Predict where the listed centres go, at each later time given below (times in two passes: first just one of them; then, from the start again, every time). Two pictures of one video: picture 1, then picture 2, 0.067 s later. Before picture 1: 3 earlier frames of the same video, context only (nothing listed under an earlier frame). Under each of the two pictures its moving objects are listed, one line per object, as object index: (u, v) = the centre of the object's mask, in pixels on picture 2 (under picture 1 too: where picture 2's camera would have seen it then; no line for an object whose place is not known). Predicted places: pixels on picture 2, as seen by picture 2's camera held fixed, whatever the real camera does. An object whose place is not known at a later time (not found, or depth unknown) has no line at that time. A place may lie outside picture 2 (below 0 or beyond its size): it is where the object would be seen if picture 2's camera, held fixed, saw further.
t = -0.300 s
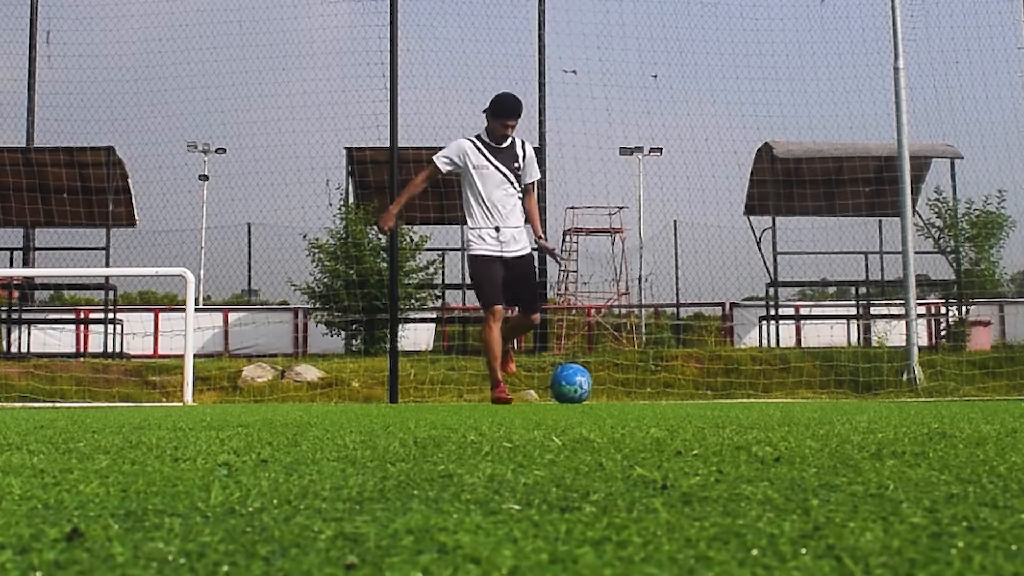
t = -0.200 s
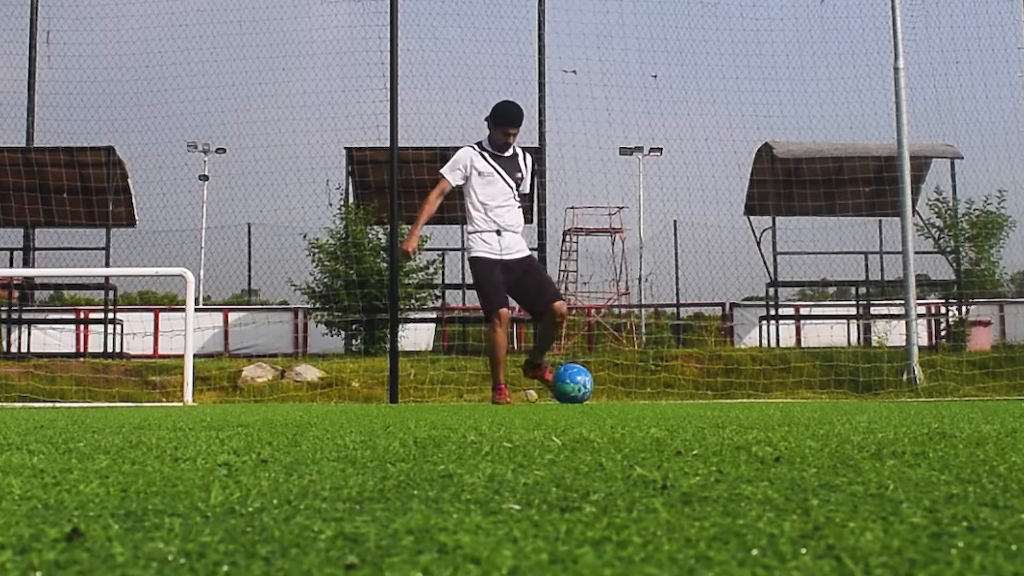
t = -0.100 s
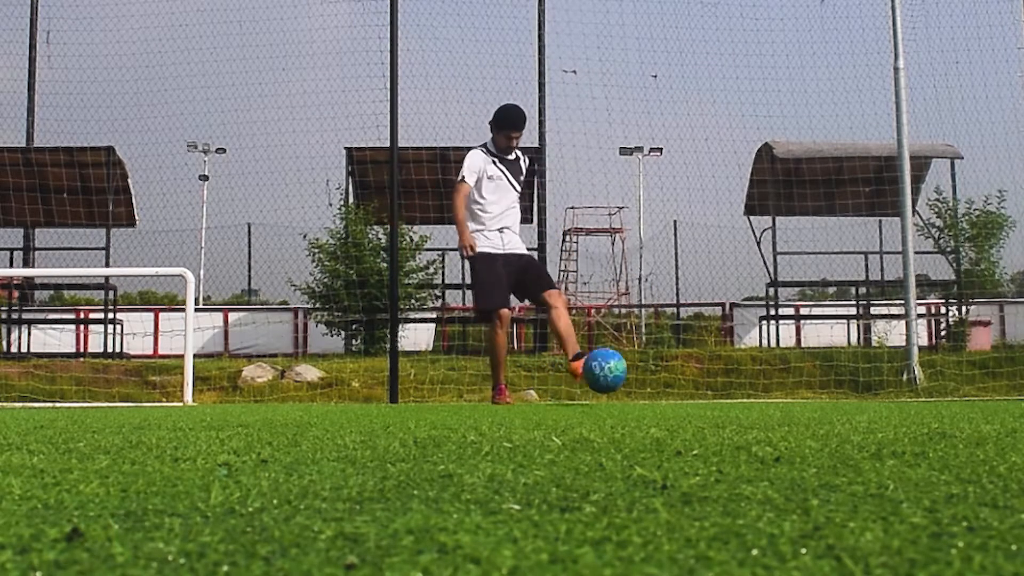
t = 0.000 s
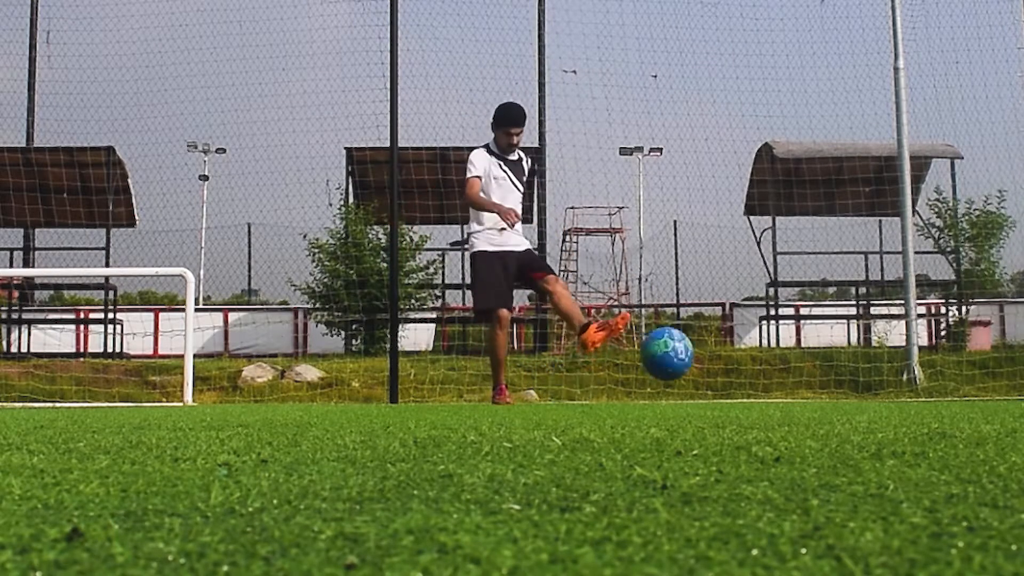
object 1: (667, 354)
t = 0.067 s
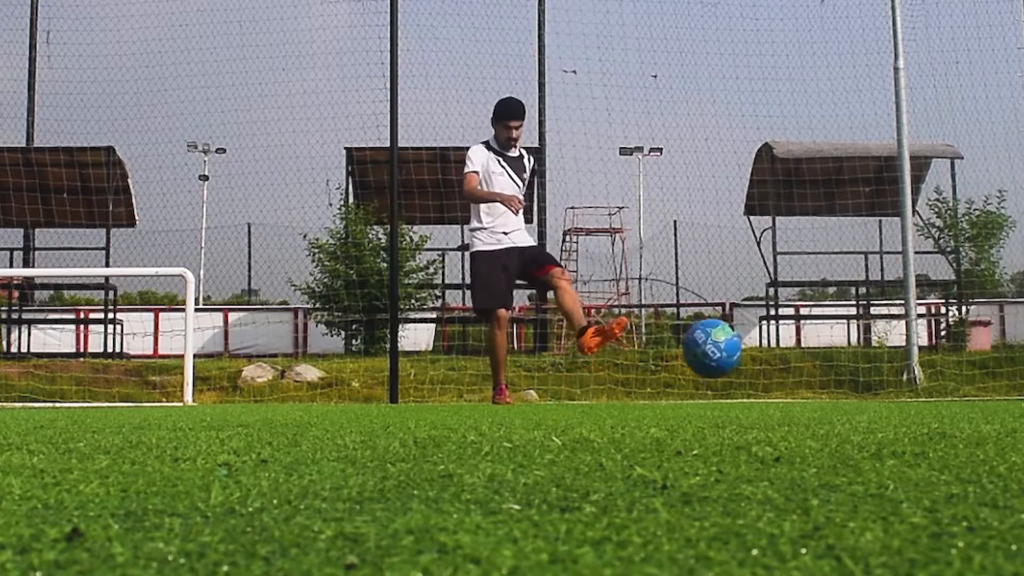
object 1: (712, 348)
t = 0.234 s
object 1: (806, 365)
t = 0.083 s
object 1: (723, 348)
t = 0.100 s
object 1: (734, 349)
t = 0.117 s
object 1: (746, 350)
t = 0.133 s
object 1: (756, 351)
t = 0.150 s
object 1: (767, 353)
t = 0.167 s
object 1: (777, 354)
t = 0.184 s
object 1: (786, 357)
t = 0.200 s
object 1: (794, 359)
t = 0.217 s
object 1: (801, 362)
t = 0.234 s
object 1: (806, 365)
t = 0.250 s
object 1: (809, 368)
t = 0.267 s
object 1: (810, 372)
